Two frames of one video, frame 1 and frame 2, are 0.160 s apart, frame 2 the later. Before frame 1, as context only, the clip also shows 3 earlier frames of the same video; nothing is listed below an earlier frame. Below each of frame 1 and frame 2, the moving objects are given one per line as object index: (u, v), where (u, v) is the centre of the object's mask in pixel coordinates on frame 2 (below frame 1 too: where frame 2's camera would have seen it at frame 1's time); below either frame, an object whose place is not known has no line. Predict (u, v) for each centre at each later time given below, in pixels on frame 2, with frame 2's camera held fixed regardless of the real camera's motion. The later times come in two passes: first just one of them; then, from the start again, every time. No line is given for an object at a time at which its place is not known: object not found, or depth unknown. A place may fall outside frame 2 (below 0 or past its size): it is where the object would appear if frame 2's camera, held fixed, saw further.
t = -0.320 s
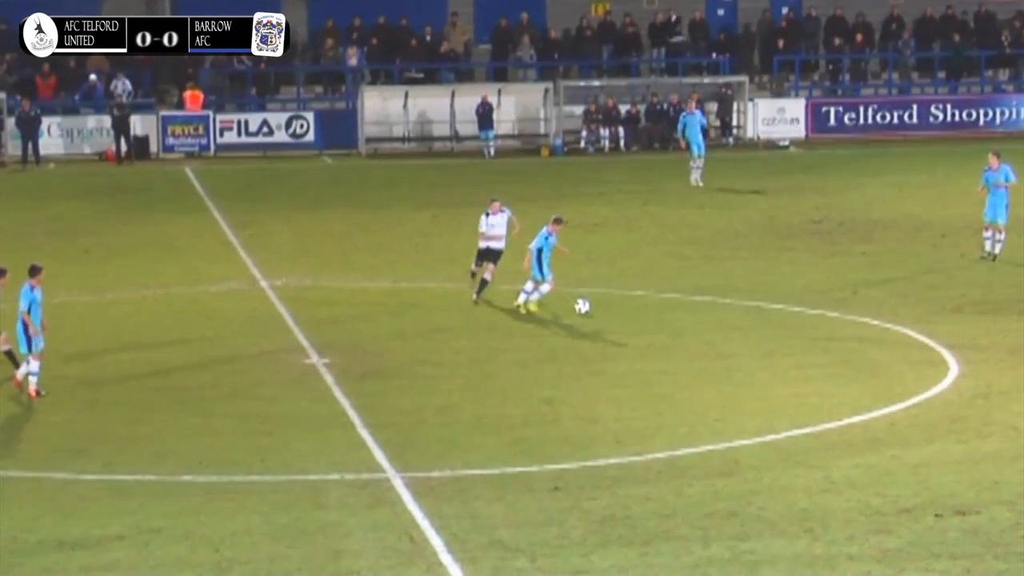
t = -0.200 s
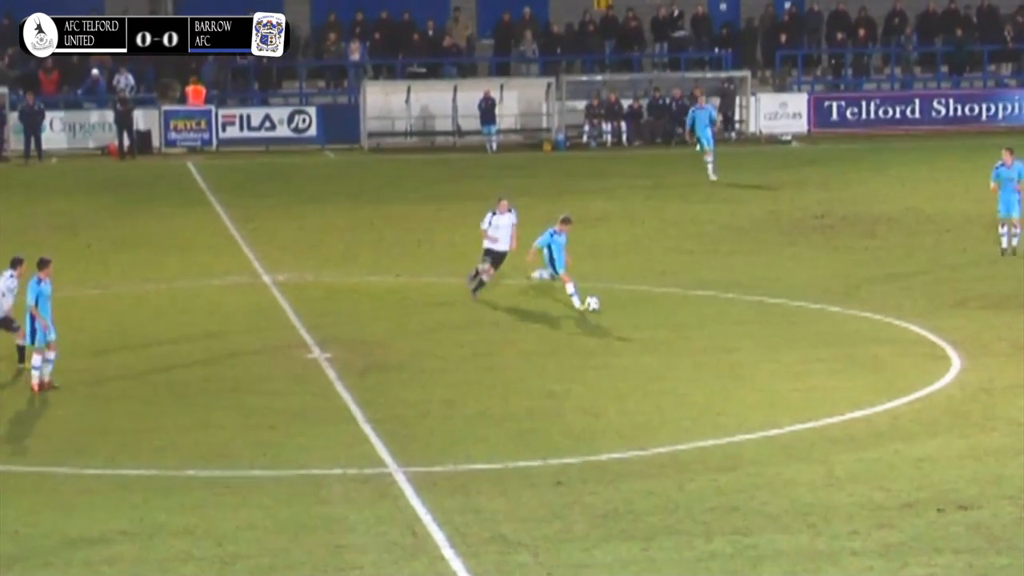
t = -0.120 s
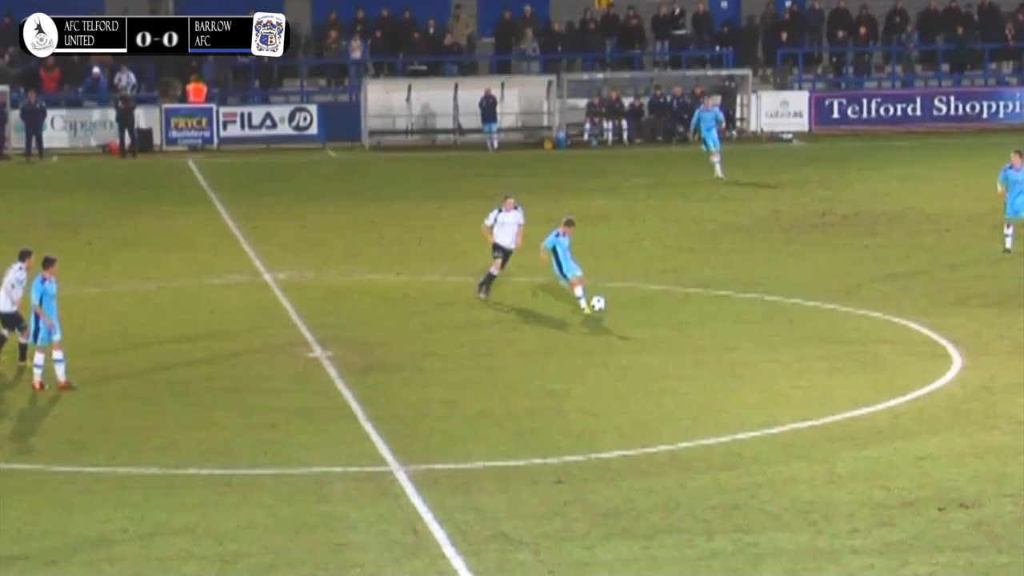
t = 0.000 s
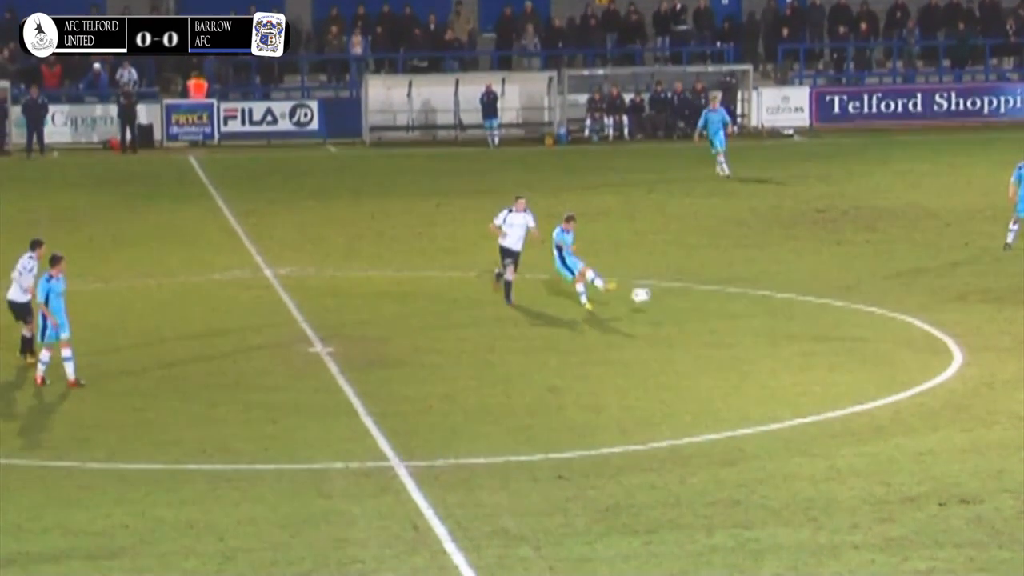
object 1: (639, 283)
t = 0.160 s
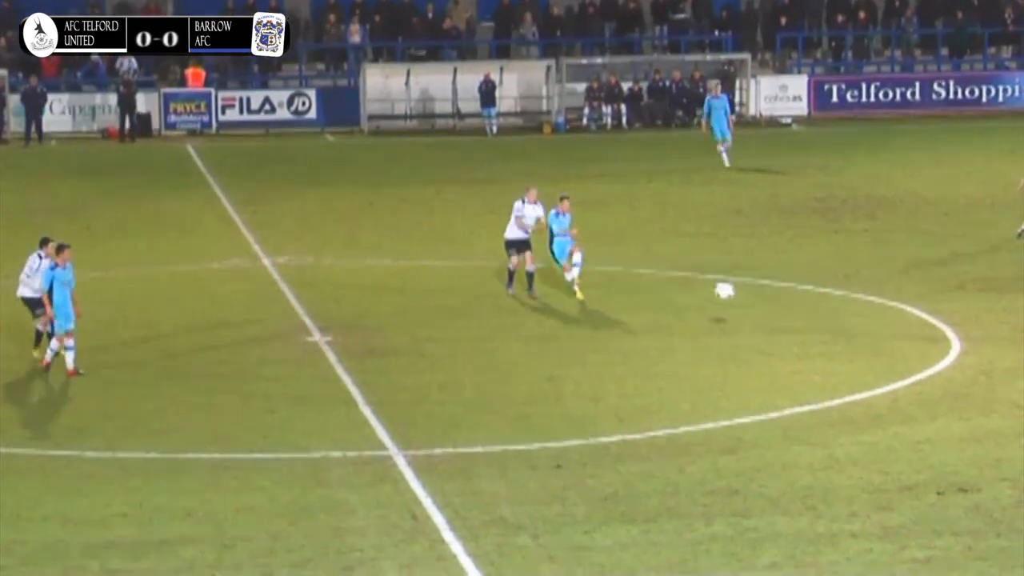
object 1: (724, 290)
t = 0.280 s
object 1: (788, 313)
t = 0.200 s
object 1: (746, 296)
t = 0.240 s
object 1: (767, 303)
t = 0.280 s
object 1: (788, 313)
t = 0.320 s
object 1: (808, 324)
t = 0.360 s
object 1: (829, 336)
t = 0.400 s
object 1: (850, 351)
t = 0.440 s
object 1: (870, 368)
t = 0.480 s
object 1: (891, 386)
